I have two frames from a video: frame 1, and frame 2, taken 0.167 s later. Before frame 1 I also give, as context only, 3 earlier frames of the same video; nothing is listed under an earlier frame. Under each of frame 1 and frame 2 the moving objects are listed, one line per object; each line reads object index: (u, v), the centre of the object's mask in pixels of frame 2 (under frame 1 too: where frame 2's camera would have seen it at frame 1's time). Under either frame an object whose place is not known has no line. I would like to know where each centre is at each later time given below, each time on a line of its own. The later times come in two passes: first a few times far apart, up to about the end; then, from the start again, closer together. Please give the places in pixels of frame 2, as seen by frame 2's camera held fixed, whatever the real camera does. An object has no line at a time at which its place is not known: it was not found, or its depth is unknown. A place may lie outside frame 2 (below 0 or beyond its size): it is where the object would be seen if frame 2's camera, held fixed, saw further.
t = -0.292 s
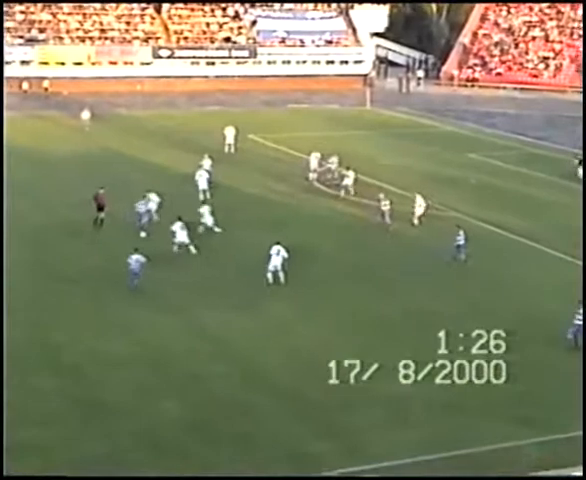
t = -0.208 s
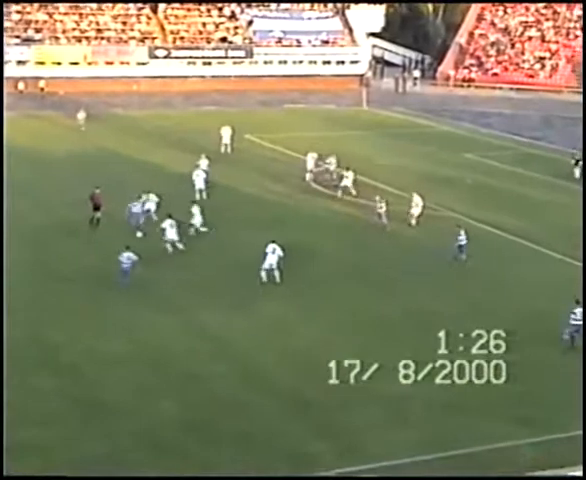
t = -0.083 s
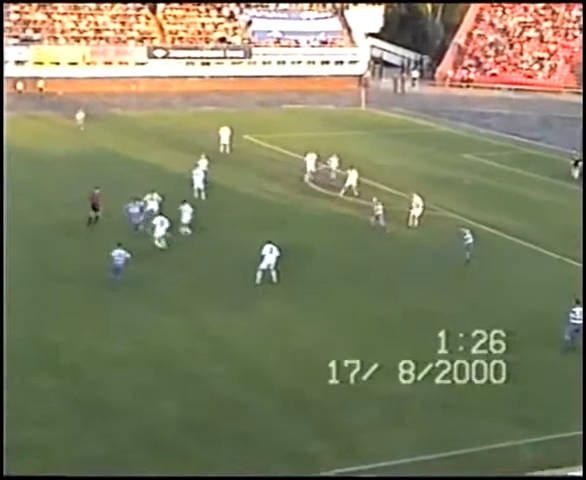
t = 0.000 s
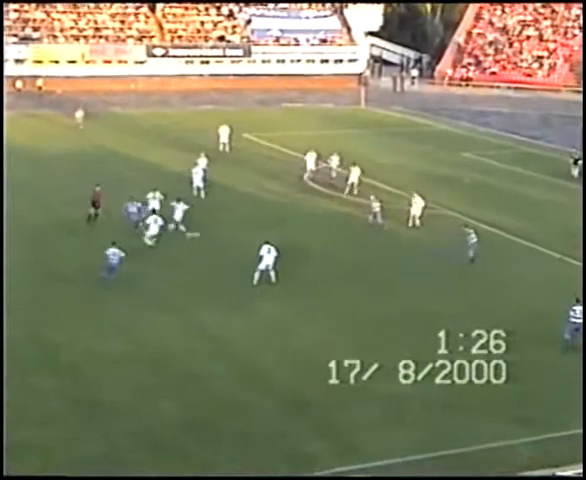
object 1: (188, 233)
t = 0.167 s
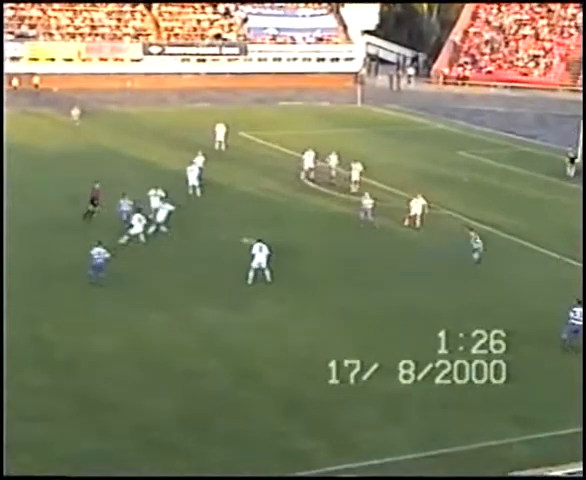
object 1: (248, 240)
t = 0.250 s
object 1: (279, 247)
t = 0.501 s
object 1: (362, 259)
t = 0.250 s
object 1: (279, 247)
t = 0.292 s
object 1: (294, 251)
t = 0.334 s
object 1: (310, 256)
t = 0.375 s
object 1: (325, 261)
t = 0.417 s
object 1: (339, 262)
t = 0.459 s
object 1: (350, 261)
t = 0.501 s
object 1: (362, 259)
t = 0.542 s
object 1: (375, 259)
